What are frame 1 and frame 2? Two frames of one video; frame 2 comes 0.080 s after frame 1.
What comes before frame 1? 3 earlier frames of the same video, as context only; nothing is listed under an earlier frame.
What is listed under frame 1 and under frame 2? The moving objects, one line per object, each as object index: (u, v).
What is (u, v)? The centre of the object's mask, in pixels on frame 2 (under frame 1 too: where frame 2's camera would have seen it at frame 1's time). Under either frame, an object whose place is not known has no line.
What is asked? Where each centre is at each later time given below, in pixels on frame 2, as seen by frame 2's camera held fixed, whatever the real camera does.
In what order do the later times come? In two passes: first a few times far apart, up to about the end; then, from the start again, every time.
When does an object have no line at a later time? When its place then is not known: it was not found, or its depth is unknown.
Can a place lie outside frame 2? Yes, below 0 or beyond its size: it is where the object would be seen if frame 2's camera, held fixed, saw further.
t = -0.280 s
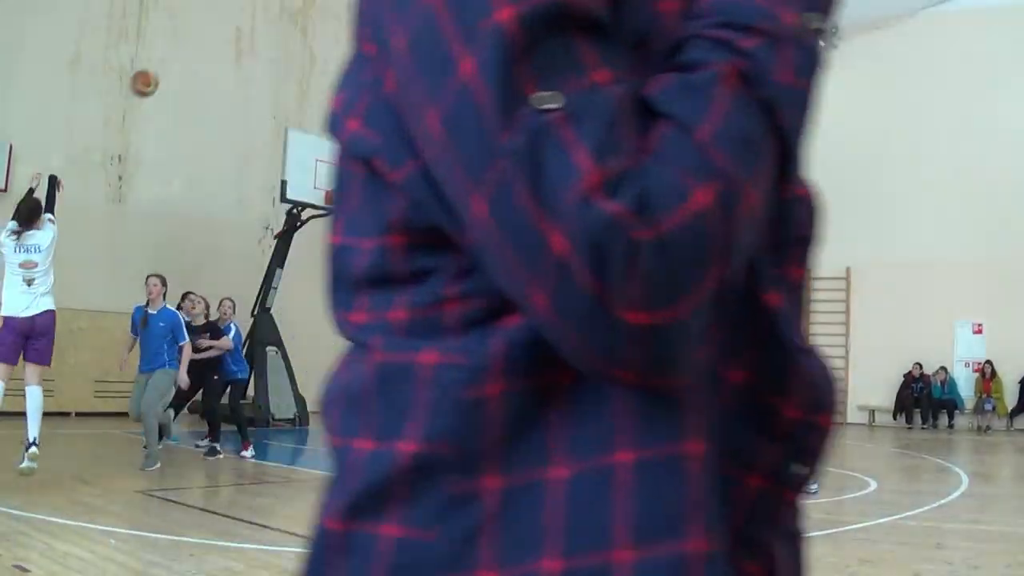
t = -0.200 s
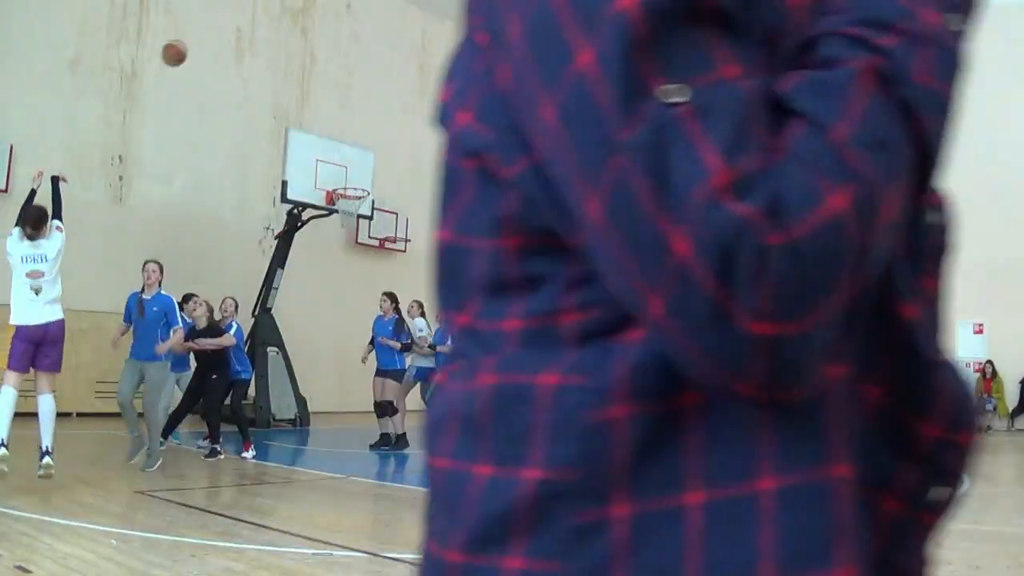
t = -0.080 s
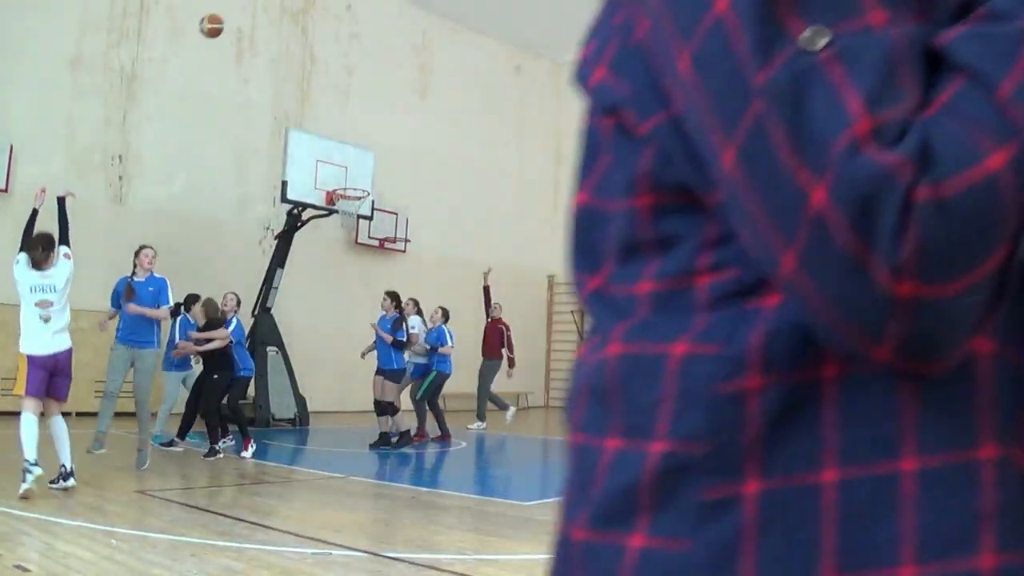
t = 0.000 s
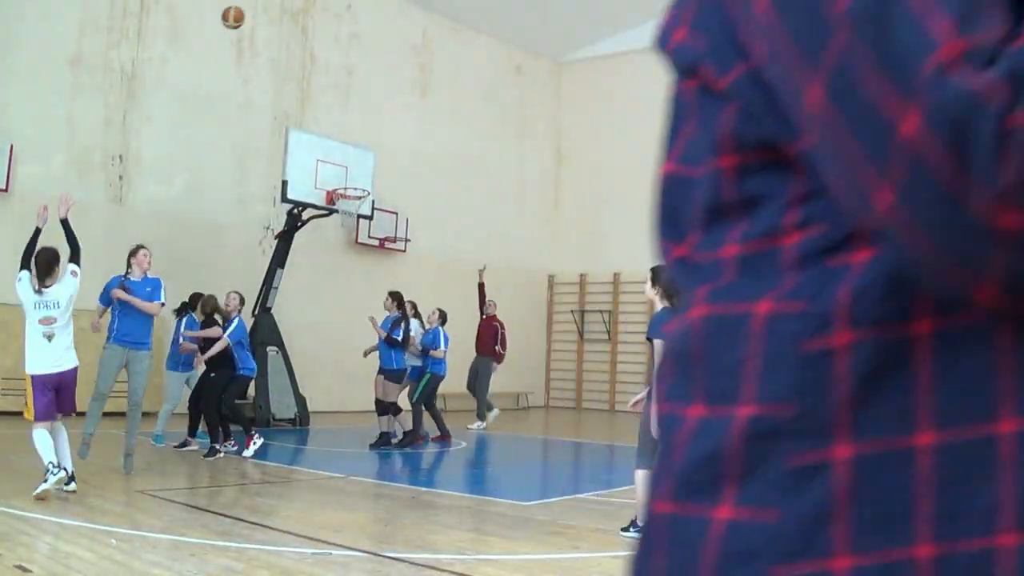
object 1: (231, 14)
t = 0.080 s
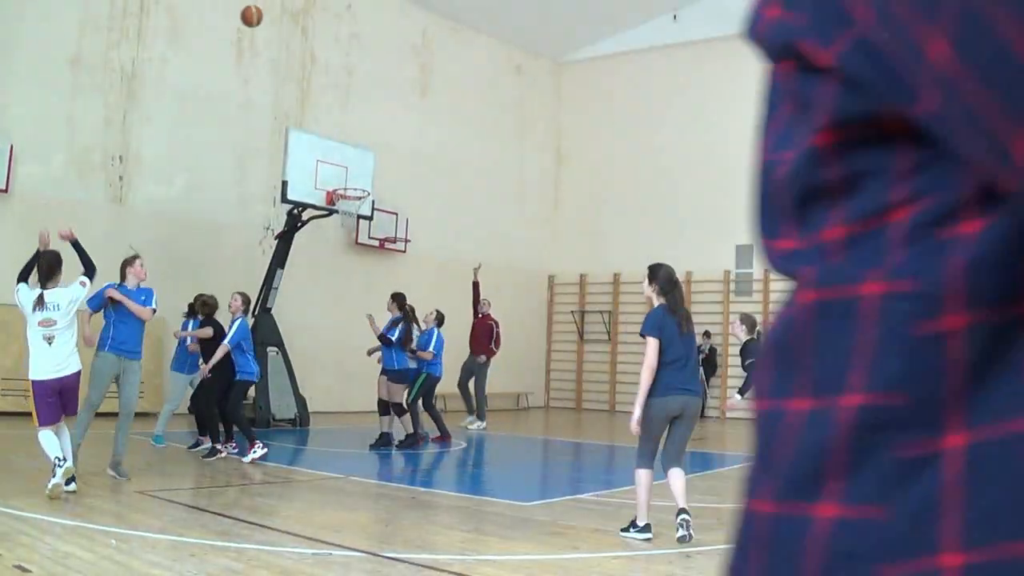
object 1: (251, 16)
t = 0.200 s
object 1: (274, 24)
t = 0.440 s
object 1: (309, 73)
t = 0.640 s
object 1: (333, 142)
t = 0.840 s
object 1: (362, 162)
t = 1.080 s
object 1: (405, 117)
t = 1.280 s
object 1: (438, 111)
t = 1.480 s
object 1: (471, 136)
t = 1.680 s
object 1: (502, 191)
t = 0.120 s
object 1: (258, 16)
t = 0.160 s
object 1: (269, 22)
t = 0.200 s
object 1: (274, 24)
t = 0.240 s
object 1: (284, 33)
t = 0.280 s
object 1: (283, 34)
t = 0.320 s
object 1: (294, 46)
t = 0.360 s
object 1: (299, 54)
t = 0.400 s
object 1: (308, 65)
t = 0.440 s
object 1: (309, 73)
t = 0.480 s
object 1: (315, 87)
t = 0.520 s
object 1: (320, 98)
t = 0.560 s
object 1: (324, 111)
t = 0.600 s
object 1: (328, 126)
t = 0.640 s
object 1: (333, 142)
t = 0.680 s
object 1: (336, 158)
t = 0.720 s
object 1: (342, 175)
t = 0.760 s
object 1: (345, 186)
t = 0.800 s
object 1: (352, 174)
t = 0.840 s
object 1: (362, 162)
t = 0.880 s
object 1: (369, 152)
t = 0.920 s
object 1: (375, 142)
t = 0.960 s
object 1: (384, 135)
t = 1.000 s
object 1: (389, 126)
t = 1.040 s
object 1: (396, 121)
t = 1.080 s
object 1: (405, 117)
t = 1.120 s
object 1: (411, 113)
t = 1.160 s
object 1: (419, 111)
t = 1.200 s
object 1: (424, 109)
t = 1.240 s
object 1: (432, 110)
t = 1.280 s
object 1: (438, 111)
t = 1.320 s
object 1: (446, 114)
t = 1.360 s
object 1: (452, 119)
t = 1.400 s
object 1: (460, 124)
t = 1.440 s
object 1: (465, 129)
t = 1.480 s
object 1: (471, 136)
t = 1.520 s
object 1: (478, 145)
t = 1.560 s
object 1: (485, 156)
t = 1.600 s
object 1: (491, 166)
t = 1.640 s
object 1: (496, 178)
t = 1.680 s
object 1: (502, 191)
